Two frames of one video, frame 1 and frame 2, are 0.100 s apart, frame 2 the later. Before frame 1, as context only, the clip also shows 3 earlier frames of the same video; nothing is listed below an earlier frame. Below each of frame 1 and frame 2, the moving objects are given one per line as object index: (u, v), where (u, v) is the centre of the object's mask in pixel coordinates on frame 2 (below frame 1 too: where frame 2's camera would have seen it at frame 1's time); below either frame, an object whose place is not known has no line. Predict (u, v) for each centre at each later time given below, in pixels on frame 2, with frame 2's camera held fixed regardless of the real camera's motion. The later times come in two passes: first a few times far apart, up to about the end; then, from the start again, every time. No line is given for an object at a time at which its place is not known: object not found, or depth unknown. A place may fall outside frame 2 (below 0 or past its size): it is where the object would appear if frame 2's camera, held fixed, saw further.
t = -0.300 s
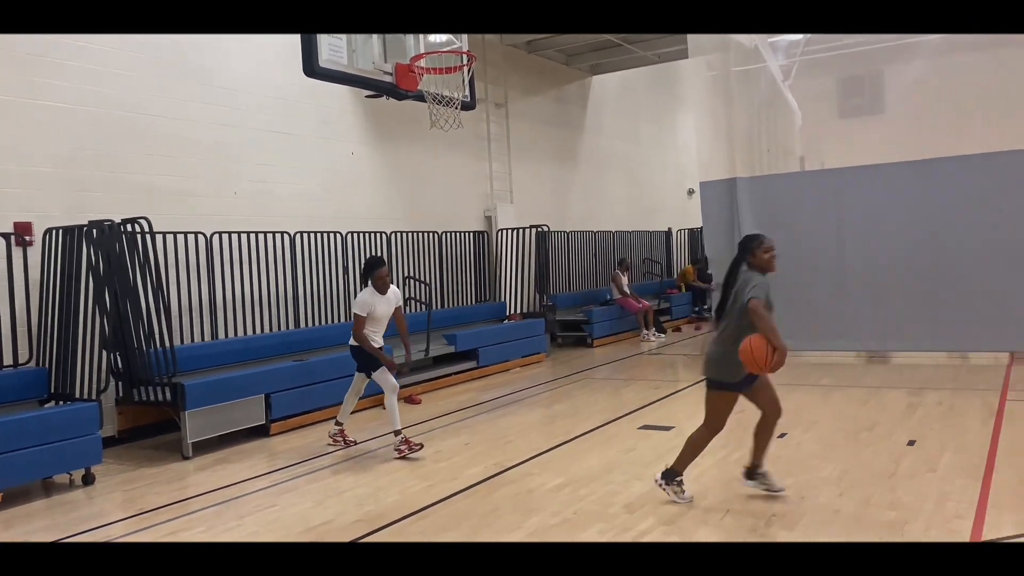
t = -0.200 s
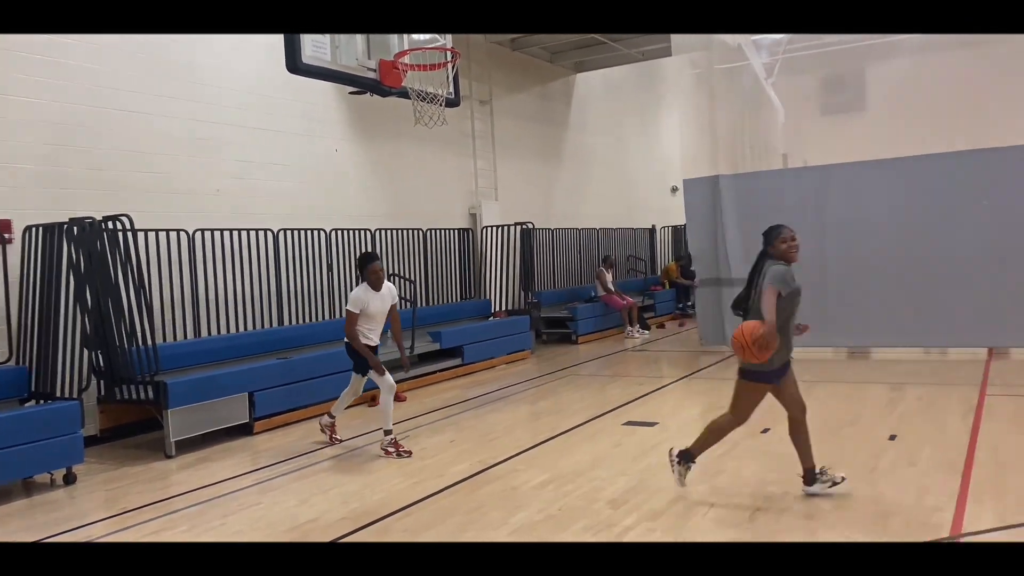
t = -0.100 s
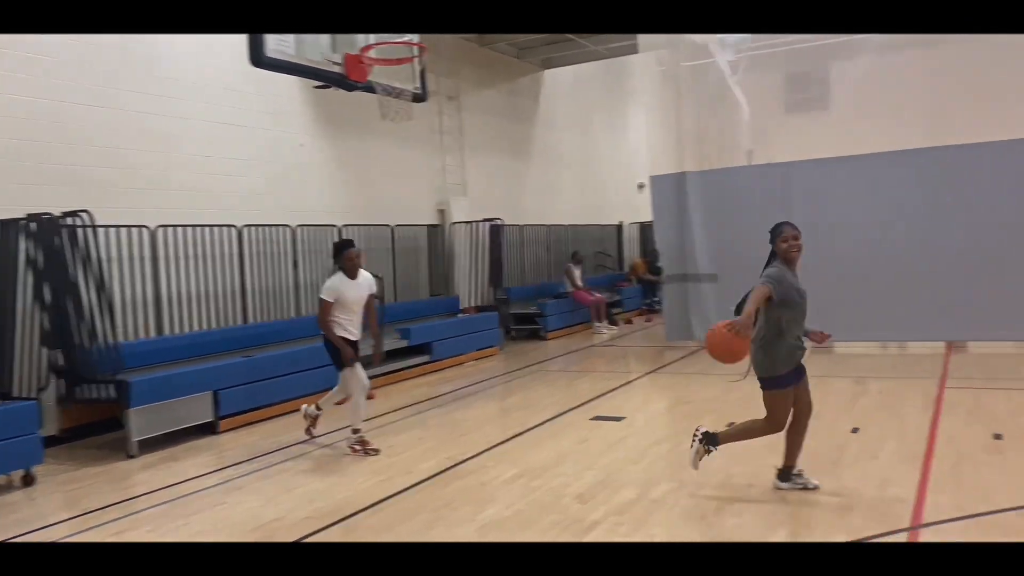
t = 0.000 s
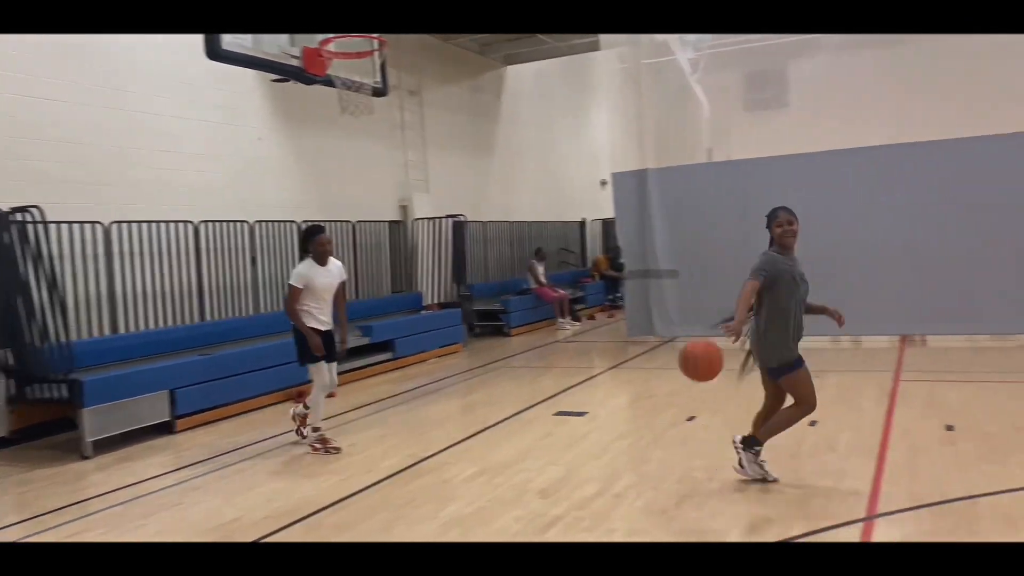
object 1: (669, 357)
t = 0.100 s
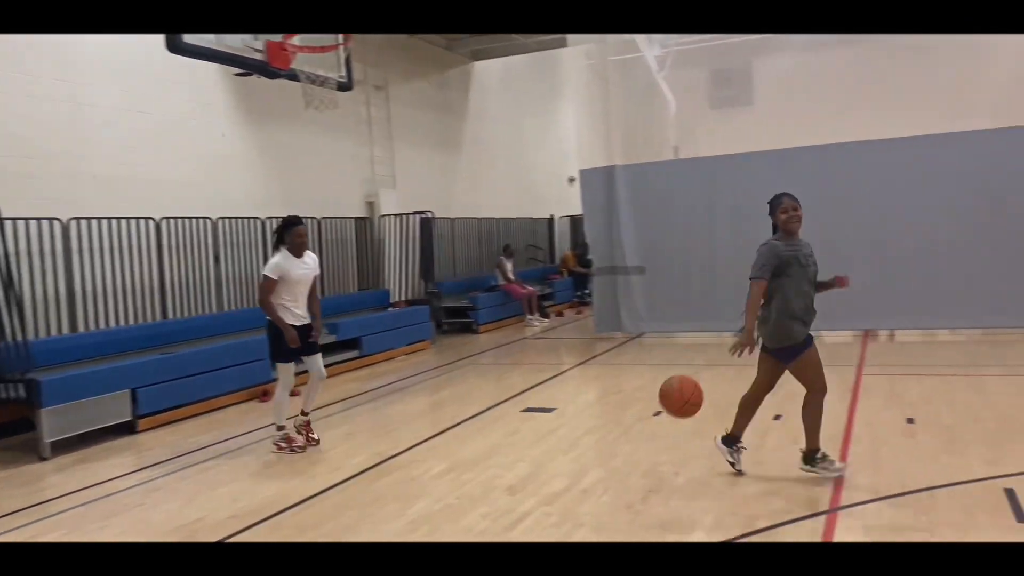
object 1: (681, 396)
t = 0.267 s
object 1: (703, 487)
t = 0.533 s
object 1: (714, 381)
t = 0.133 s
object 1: (686, 414)
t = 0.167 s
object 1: (690, 434)
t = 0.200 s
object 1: (695, 455)
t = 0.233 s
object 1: (700, 479)
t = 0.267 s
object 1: (703, 487)
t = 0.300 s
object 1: (704, 467)
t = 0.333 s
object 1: (705, 449)
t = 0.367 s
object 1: (706, 432)
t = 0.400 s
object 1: (707, 418)
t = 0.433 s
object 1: (709, 406)
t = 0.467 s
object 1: (710, 396)
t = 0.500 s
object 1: (713, 387)
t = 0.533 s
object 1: (714, 381)
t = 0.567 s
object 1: (718, 377)
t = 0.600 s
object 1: (721, 374)
